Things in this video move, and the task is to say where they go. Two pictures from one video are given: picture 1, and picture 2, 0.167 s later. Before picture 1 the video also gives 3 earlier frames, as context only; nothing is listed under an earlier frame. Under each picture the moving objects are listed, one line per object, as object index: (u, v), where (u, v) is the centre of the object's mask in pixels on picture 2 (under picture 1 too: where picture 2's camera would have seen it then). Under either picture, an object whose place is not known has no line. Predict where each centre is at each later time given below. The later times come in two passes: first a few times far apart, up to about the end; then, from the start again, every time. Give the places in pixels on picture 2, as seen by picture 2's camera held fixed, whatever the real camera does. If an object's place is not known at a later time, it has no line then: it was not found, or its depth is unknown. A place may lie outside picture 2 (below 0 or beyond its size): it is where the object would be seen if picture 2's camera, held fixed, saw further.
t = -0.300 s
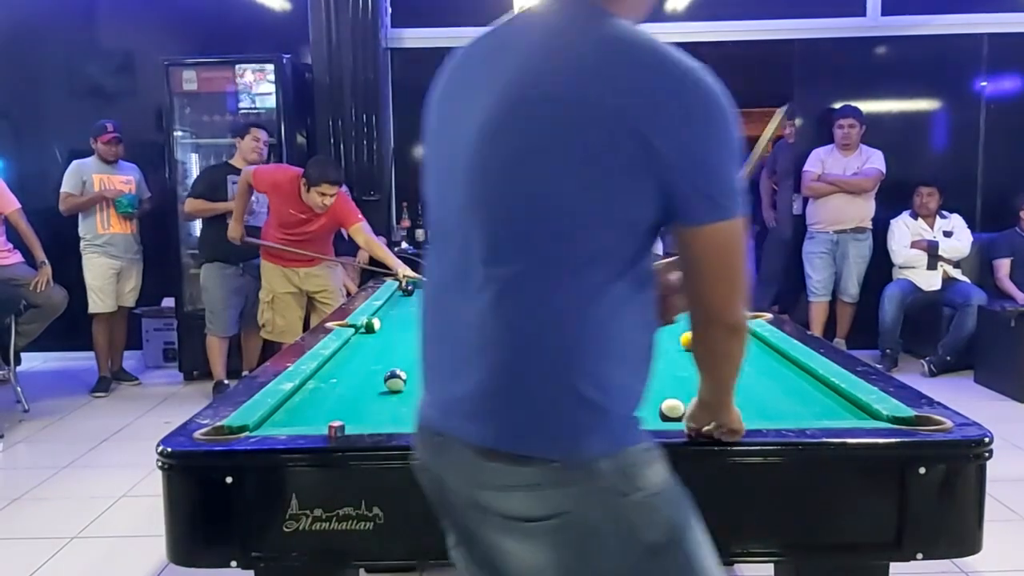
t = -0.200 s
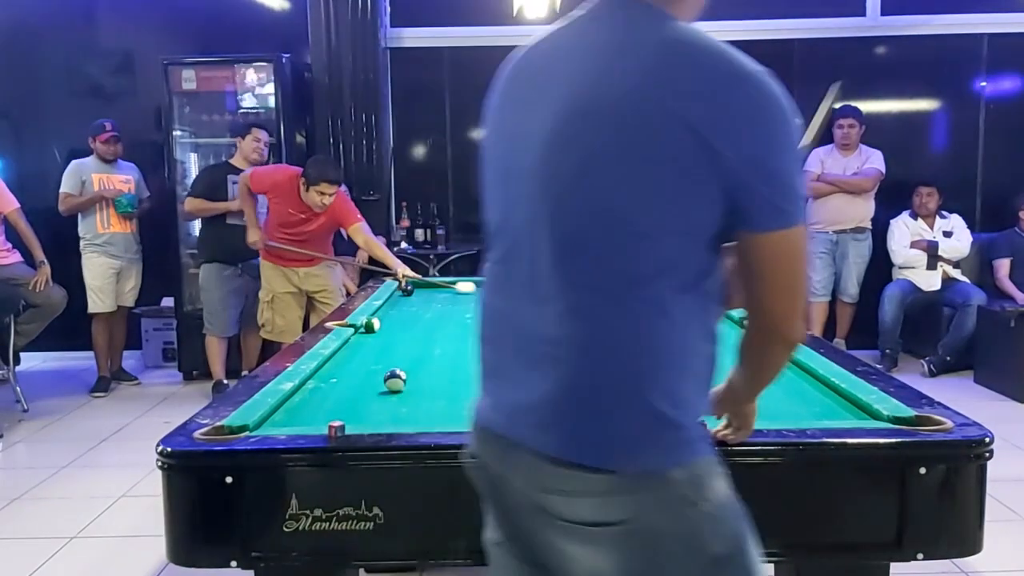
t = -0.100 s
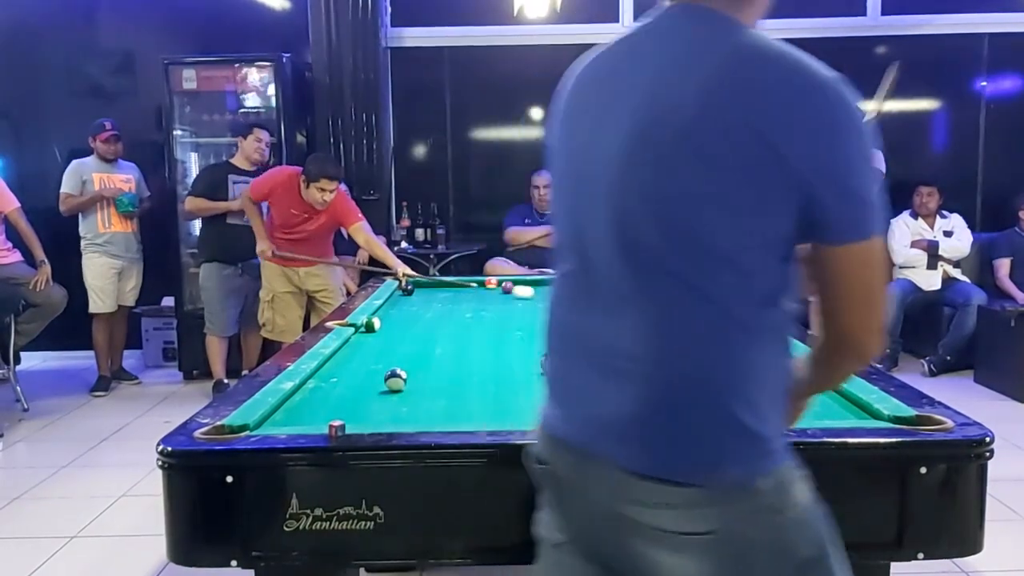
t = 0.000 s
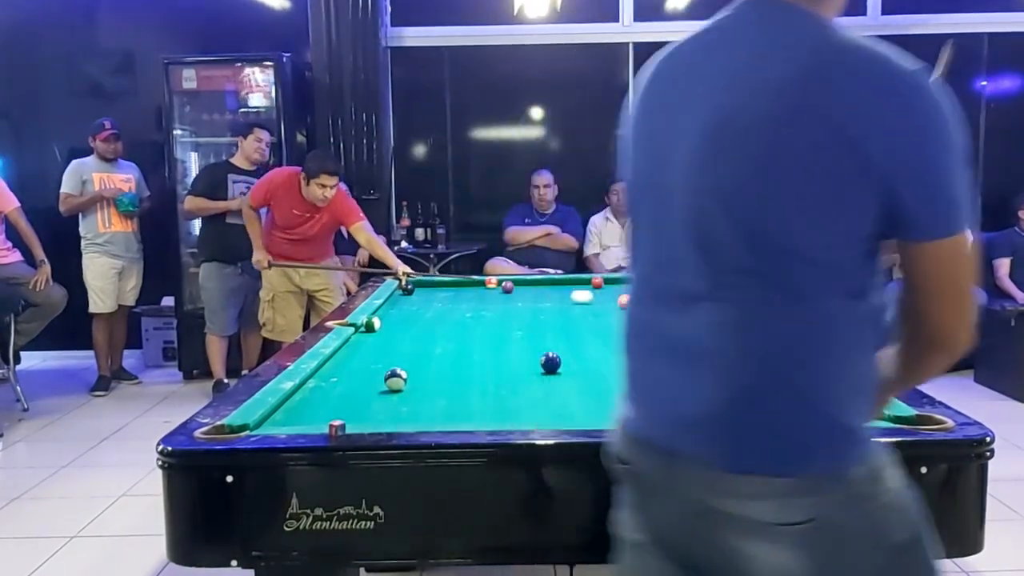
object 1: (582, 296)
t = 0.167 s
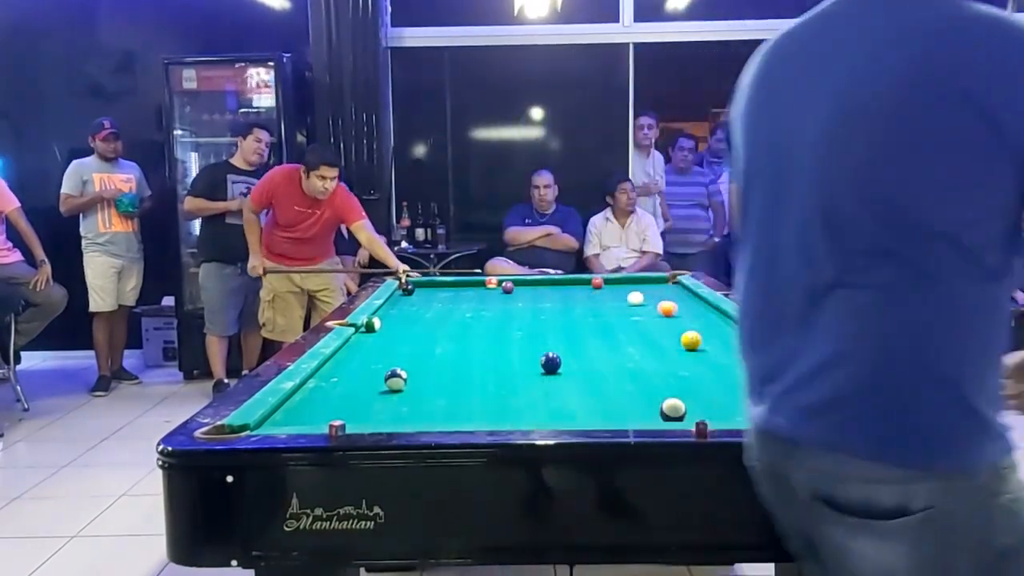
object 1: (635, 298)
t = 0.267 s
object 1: (652, 297)
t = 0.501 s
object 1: (690, 294)
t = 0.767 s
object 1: (660, 291)
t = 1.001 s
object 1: (636, 289)
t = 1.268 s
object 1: (611, 287)
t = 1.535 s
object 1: (590, 285)
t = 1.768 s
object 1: (573, 283)
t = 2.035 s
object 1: (556, 282)
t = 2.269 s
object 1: (544, 281)
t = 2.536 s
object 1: (536, 282)
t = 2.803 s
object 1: (529, 283)
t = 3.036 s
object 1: (525, 283)
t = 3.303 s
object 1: (522, 284)
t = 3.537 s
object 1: (520, 284)
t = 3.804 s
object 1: (519, 284)
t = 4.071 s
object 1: (520, 284)
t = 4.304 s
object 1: (520, 284)
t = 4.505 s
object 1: (520, 284)
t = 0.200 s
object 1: (641, 298)
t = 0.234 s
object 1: (647, 297)
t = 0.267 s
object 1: (652, 297)
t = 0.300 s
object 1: (658, 296)
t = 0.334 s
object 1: (664, 296)
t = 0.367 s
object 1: (669, 296)
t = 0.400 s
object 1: (675, 295)
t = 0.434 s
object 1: (680, 295)
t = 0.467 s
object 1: (685, 295)
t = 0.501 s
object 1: (690, 294)
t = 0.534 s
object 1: (688, 294)
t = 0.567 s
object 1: (683, 294)
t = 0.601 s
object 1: (679, 293)
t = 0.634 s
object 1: (675, 293)
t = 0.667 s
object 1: (672, 292)
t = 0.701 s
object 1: (668, 292)
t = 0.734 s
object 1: (664, 292)
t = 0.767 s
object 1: (660, 291)
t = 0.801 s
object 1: (656, 291)
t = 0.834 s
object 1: (653, 290)
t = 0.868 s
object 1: (649, 290)
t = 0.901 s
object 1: (646, 290)
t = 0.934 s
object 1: (642, 290)
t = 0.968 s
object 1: (639, 289)
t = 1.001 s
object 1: (636, 289)
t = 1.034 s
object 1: (632, 289)
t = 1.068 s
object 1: (629, 288)
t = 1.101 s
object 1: (626, 288)
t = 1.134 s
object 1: (623, 288)
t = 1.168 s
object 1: (620, 287)
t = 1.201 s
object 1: (617, 287)
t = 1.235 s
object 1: (614, 287)
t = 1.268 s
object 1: (611, 287)
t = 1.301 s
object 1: (608, 286)
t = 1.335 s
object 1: (606, 286)
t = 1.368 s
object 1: (603, 286)
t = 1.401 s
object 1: (600, 286)
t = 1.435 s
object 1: (597, 285)
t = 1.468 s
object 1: (595, 285)
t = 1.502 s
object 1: (592, 285)
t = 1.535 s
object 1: (590, 285)
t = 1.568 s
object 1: (587, 284)
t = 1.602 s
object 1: (584, 284)
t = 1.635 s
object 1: (582, 284)
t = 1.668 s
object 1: (580, 284)
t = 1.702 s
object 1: (577, 284)
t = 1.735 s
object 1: (575, 284)
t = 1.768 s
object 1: (573, 283)
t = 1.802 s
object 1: (571, 283)
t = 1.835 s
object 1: (568, 283)
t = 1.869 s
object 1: (566, 282)
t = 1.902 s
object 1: (564, 282)
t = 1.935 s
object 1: (562, 282)
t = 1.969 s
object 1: (560, 282)
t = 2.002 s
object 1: (558, 281)
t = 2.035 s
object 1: (556, 282)
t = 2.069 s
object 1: (554, 281)
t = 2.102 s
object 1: (552, 281)
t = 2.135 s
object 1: (550, 281)
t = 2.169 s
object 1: (548, 281)
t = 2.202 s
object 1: (547, 281)
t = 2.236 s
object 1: (545, 281)
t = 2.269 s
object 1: (544, 281)
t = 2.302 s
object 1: (543, 281)
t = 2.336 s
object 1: (542, 281)
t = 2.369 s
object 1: (541, 281)
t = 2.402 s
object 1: (540, 281)
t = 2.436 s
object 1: (539, 282)
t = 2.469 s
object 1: (538, 282)
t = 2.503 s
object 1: (536, 282)
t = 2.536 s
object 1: (536, 282)
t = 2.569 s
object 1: (535, 282)
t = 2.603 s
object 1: (534, 282)
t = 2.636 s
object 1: (533, 282)
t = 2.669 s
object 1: (532, 282)
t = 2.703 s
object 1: (531, 282)
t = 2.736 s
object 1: (530, 282)
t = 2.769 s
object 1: (530, 283)
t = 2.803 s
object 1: (529, 283)
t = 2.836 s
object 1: (528, 283)
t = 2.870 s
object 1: (527, 283)
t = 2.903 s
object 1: (527, 283)
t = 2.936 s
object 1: (526, 283)
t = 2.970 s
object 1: (526, 283)
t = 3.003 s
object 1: (525, 283)
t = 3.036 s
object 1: (525, 283)
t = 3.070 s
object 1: (524, 283)
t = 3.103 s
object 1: (524, 283)
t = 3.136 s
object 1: (523, 283)
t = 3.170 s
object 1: (523, 283)
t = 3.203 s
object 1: (523, 283)
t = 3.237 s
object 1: (522, 284)
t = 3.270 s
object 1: (522, 283)
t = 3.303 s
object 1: (522, 284)
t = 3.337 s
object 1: (521, 284)
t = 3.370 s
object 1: (521, 284)
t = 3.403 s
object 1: (521, 284)
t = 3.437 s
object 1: (521, 284)
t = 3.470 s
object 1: (520, 284)
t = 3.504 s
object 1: (520, 284)
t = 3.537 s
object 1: (520, 284)
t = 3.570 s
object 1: (520, 284)
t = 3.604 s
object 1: (520, 284)
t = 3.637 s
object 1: (520, 284)
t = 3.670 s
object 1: (520, 284)
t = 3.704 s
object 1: (520, 284)
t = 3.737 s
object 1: (520, 284)
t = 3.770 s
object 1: (520, 284)
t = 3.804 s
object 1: (519, 284)
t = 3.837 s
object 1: (520, 284)
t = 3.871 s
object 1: (520, 284)
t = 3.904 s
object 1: (520, 284)
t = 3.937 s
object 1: (520, 284)
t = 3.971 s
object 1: (520, 284)
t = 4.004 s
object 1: (520, 284)
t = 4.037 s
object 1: (520, 284)
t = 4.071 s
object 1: (520, 284)
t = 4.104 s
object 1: (520, 284)
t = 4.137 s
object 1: (520, 284)
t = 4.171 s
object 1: (520, 284)
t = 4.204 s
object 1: (520, 284)
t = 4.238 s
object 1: (520, 284)
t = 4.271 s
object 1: (520, 284)
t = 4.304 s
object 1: (520, 284)
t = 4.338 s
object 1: (520, 284)
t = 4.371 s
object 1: (520, 284)
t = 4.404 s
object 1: (520, 284)
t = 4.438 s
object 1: (520, 284)
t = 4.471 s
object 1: (520, 284)
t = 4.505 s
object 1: (520, 284)
